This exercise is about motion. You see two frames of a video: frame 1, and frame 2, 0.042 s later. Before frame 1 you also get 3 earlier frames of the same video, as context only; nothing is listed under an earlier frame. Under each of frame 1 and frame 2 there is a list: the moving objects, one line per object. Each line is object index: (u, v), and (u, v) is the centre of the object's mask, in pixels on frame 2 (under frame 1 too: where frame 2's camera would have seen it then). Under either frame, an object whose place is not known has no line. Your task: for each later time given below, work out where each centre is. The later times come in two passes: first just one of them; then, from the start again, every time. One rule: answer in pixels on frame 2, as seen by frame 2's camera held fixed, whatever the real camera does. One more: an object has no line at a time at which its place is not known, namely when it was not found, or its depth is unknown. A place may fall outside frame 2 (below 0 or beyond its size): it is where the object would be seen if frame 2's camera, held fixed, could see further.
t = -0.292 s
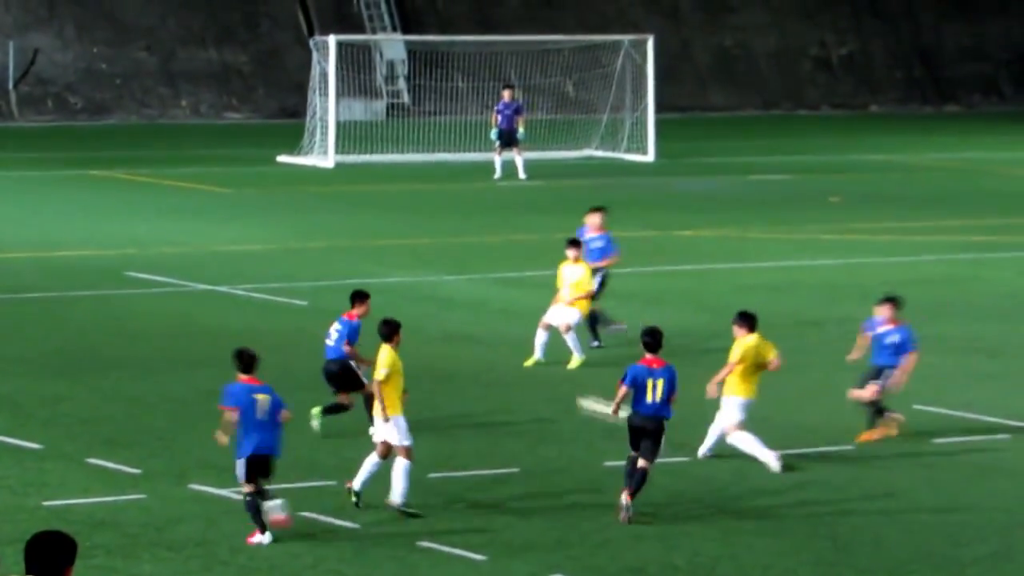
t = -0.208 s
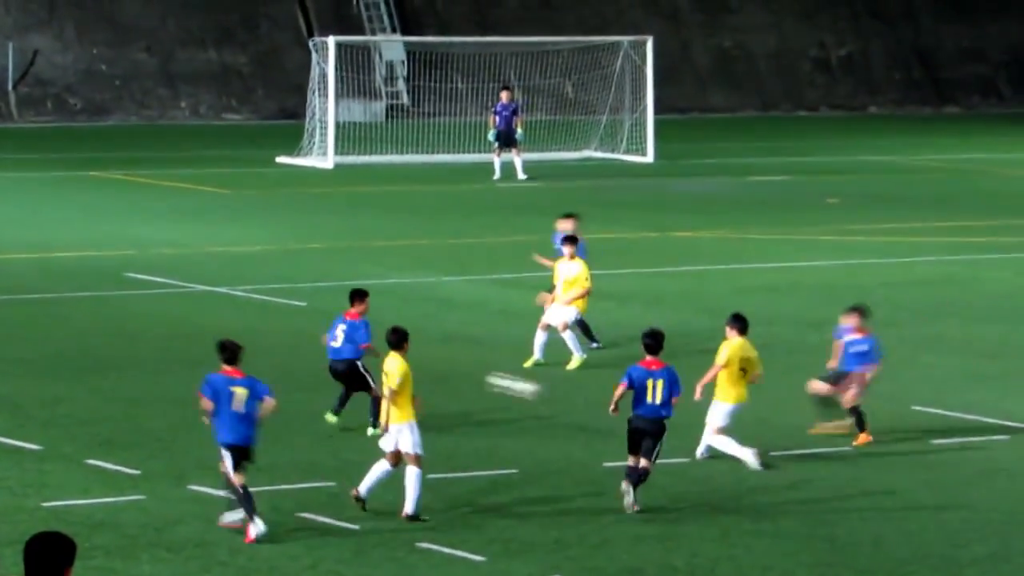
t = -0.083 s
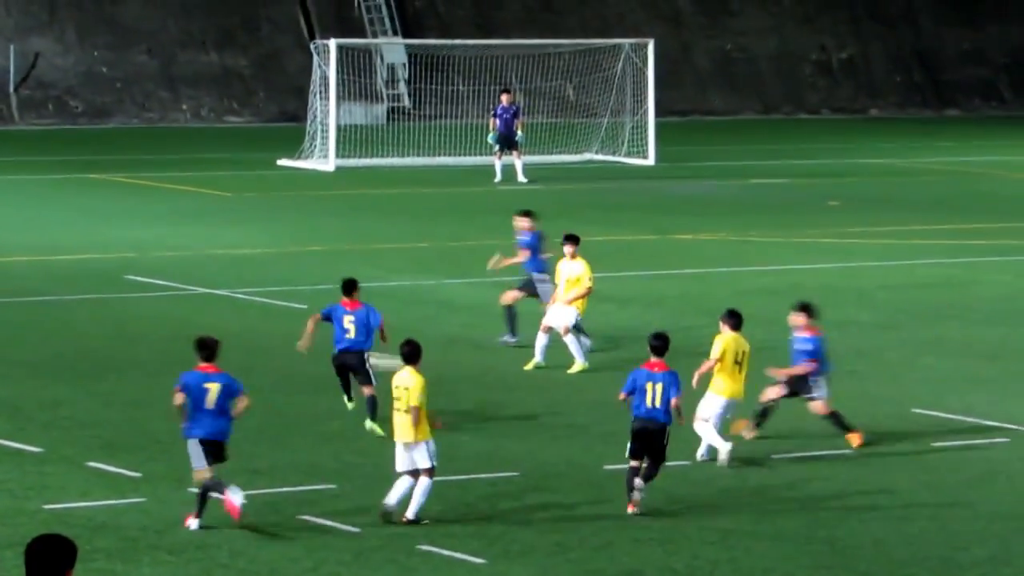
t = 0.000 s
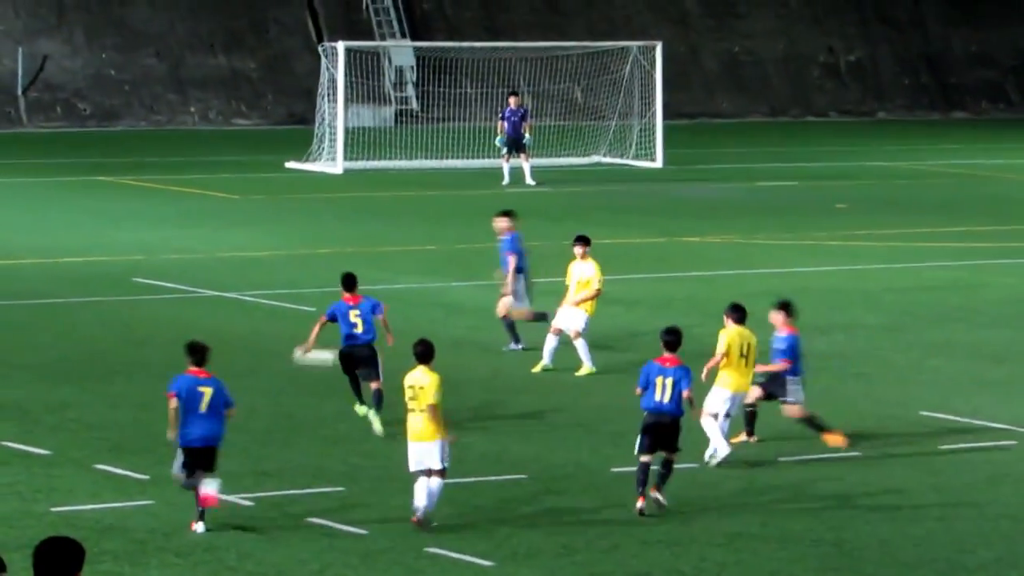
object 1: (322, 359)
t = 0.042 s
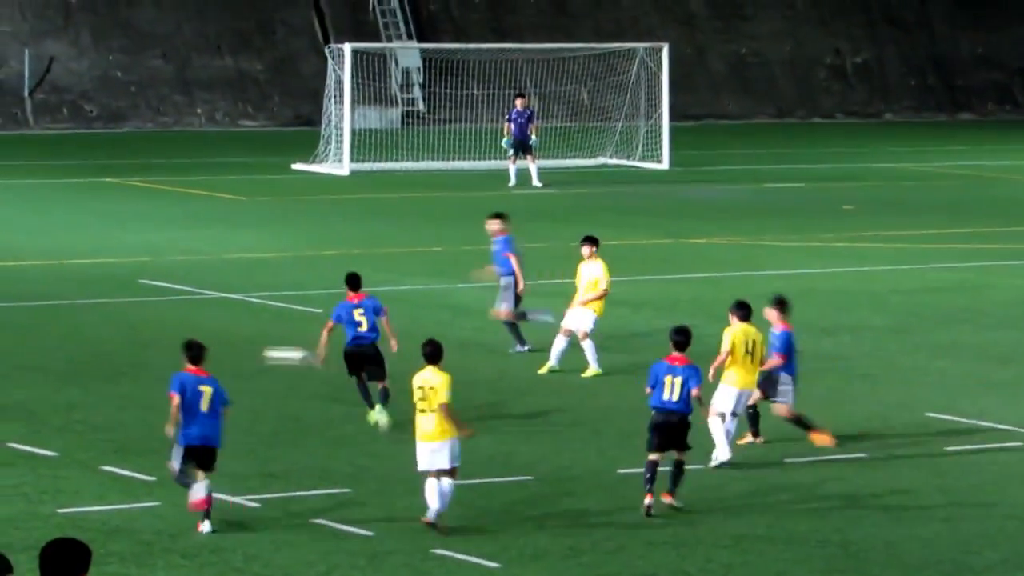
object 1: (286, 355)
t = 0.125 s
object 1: (214, 355)
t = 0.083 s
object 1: (250, 354)
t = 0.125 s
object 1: (214, 355)
